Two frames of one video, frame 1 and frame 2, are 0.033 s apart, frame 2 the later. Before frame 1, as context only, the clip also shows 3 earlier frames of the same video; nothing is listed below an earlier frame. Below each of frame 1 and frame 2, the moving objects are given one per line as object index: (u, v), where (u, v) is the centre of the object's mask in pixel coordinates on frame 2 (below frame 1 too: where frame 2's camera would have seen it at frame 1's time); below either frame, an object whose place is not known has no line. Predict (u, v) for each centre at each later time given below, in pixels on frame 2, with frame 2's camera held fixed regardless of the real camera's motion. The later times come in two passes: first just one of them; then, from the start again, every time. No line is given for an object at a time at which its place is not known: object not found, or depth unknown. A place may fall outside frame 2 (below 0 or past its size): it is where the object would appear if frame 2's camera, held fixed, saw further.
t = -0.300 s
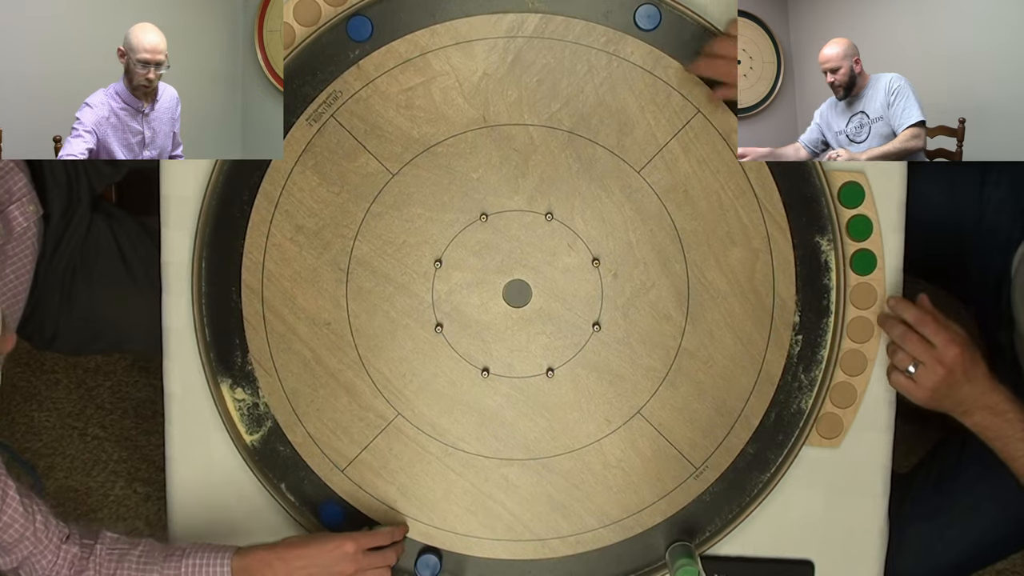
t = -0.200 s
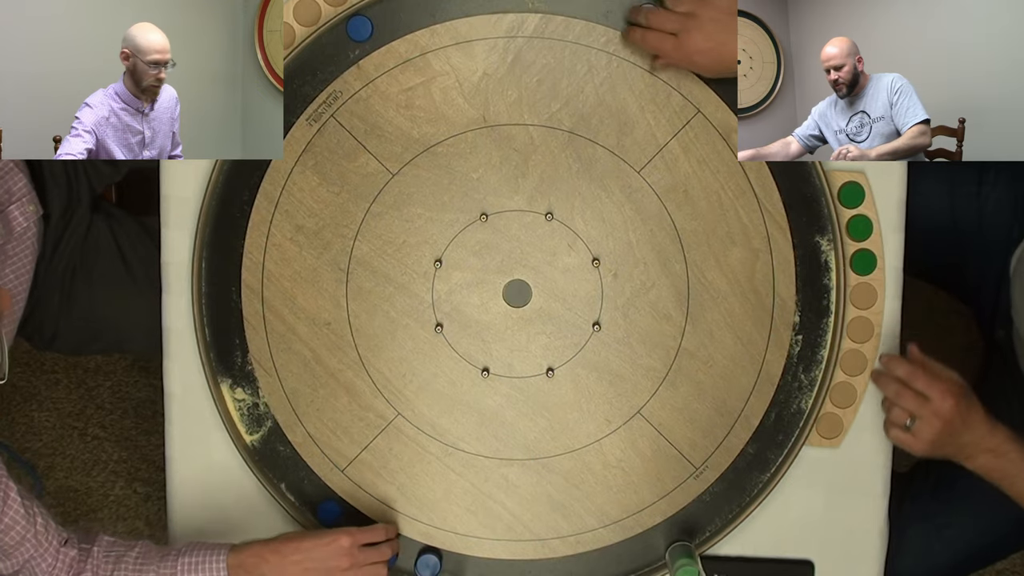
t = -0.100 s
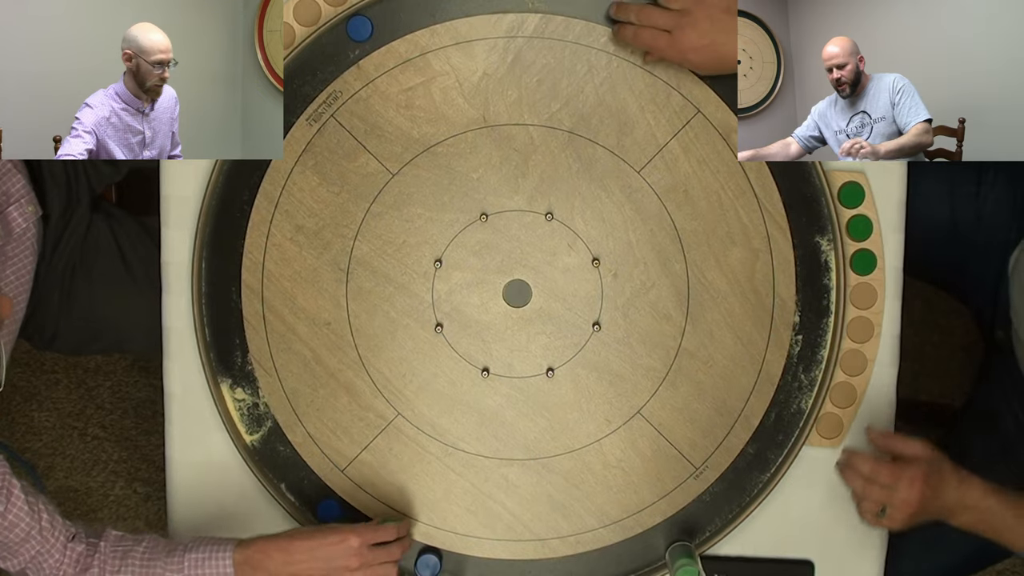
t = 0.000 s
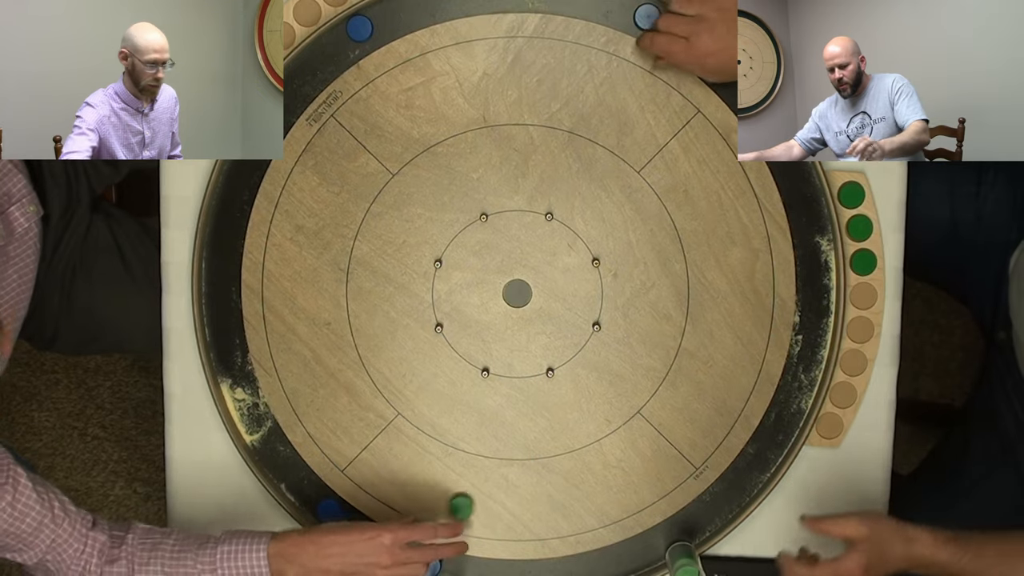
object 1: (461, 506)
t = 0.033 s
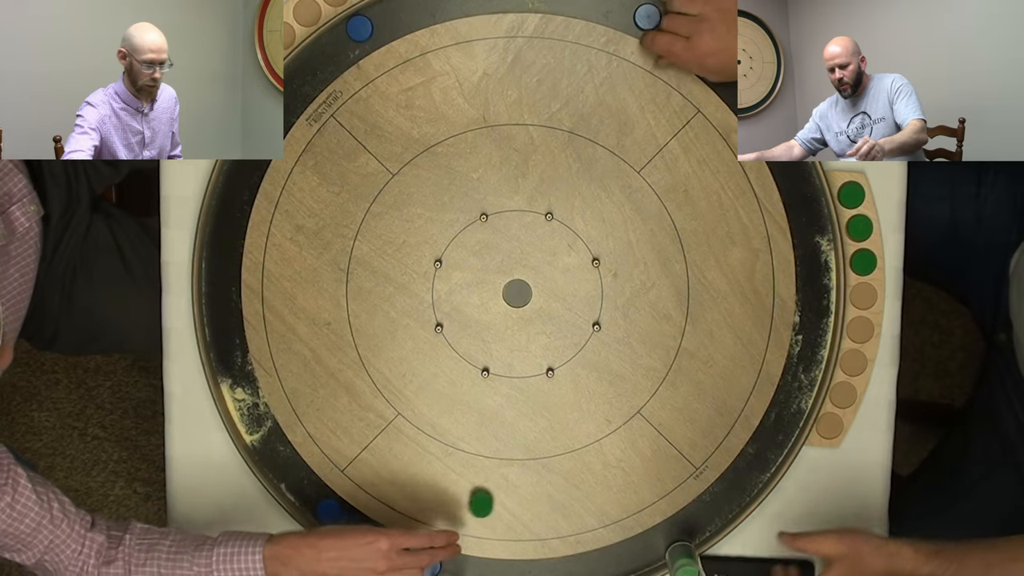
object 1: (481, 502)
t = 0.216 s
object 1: (580, 478)
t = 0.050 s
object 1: (490, 500)
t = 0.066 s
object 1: (500, 498)
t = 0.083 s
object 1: (510, 496)
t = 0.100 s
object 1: (519, 494)
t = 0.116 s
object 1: (529, 491)
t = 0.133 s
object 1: (538, 488)
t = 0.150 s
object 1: (547, 484)
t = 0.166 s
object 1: (555, 482)
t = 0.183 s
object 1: (563, 480)
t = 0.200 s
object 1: (571, 479)
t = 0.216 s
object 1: (580, 478)
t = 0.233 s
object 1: (587, 475)
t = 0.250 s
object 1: (595, 473)
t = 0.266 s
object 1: (602, 471)
